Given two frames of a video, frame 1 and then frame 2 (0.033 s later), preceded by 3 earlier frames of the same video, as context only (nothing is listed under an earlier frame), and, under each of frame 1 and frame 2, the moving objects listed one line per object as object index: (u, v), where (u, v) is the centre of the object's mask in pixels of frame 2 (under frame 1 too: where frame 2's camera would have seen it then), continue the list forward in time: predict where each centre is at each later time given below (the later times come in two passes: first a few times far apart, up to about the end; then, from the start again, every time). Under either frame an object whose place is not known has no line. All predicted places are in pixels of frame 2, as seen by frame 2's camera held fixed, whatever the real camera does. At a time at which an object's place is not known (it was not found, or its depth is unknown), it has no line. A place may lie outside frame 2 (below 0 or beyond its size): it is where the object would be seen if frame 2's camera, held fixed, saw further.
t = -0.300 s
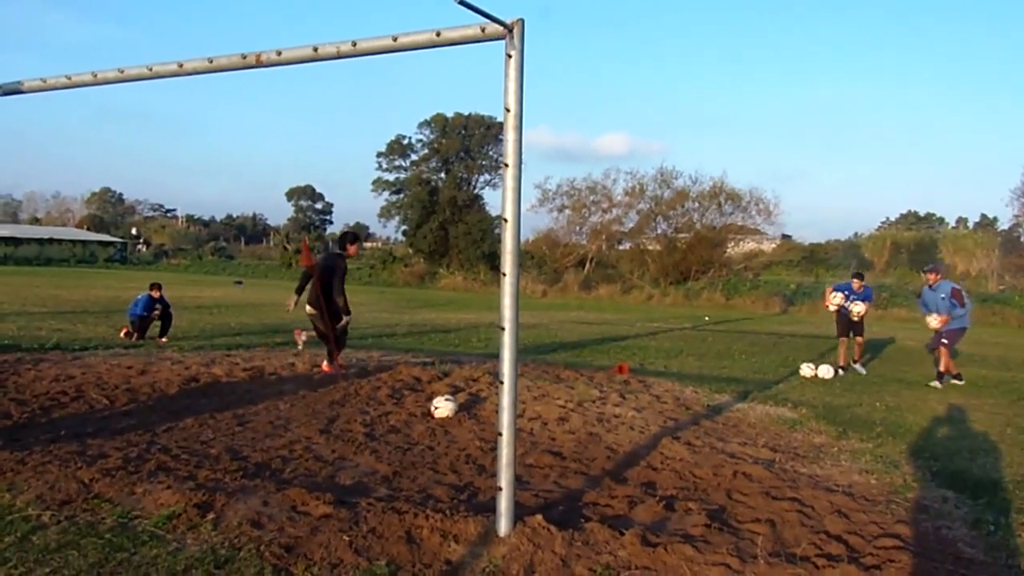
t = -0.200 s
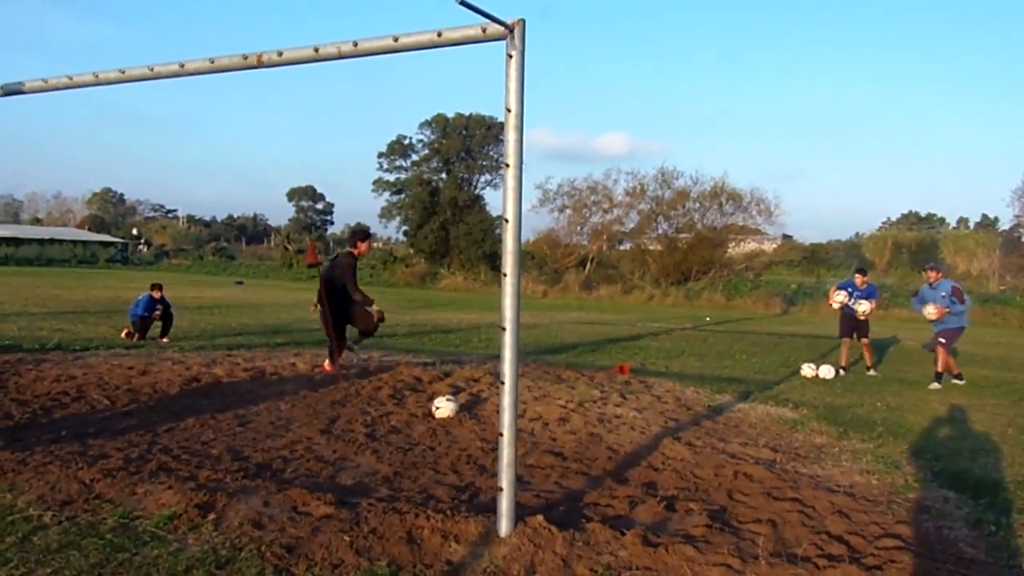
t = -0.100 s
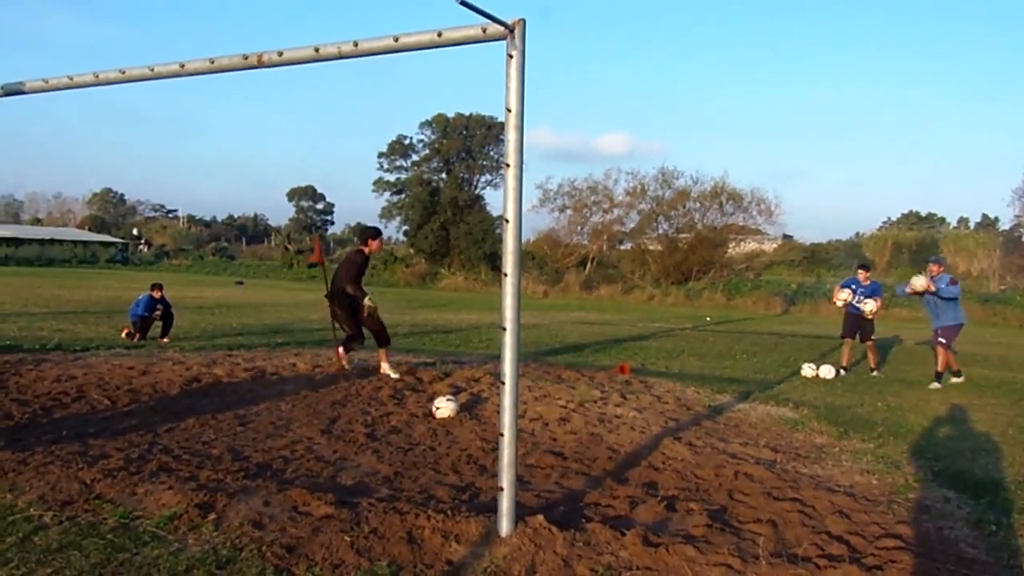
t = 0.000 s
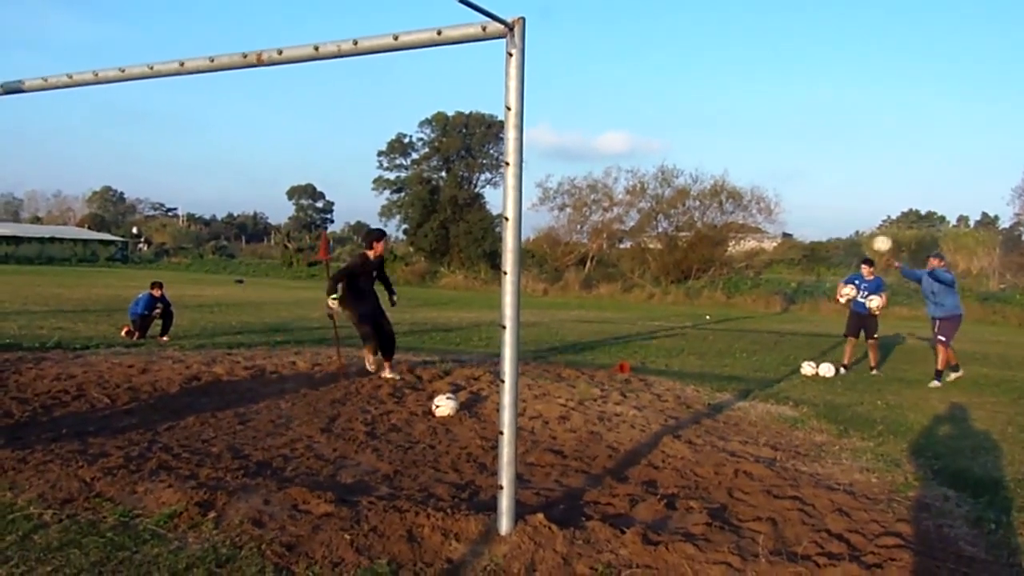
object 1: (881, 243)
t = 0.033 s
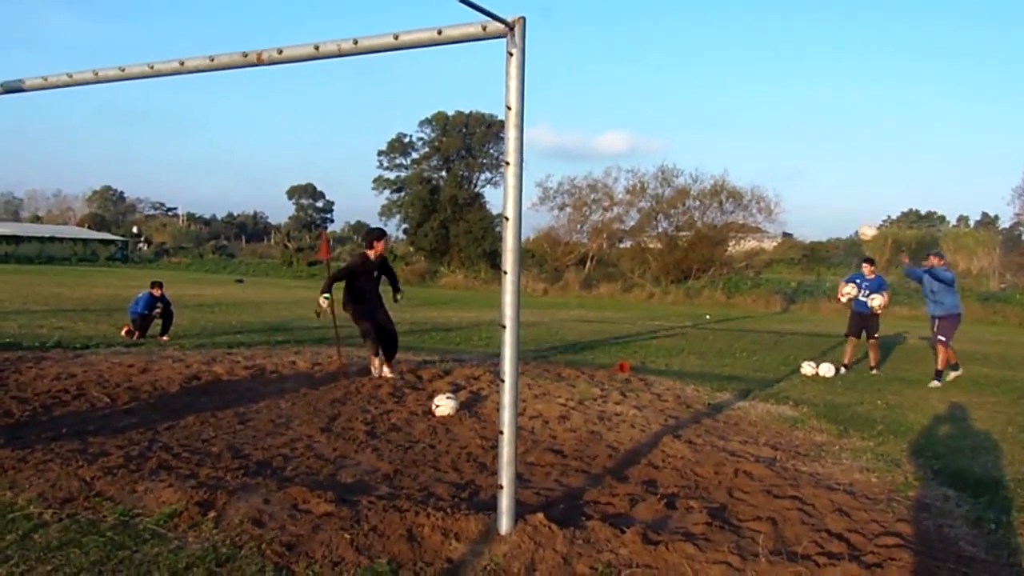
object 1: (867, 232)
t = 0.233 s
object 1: (769, 170)
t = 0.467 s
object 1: (619, 129)
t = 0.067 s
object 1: (853, 221)
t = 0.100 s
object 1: (837, 210)
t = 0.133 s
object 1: (821, 199)
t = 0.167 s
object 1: (804, 189)
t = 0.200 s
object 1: (787, 179)
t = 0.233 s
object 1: (769, 170)
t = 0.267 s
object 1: (750, 161)
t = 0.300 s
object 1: (731, 154)
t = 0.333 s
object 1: (710, 147)
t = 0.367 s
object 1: (688, 142)
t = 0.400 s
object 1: (666, 137)
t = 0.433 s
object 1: (643, 132)
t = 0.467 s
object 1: (619, 129)
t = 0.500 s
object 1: (593, 127)
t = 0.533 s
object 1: (567, 126)
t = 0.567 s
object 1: (540, 126)
